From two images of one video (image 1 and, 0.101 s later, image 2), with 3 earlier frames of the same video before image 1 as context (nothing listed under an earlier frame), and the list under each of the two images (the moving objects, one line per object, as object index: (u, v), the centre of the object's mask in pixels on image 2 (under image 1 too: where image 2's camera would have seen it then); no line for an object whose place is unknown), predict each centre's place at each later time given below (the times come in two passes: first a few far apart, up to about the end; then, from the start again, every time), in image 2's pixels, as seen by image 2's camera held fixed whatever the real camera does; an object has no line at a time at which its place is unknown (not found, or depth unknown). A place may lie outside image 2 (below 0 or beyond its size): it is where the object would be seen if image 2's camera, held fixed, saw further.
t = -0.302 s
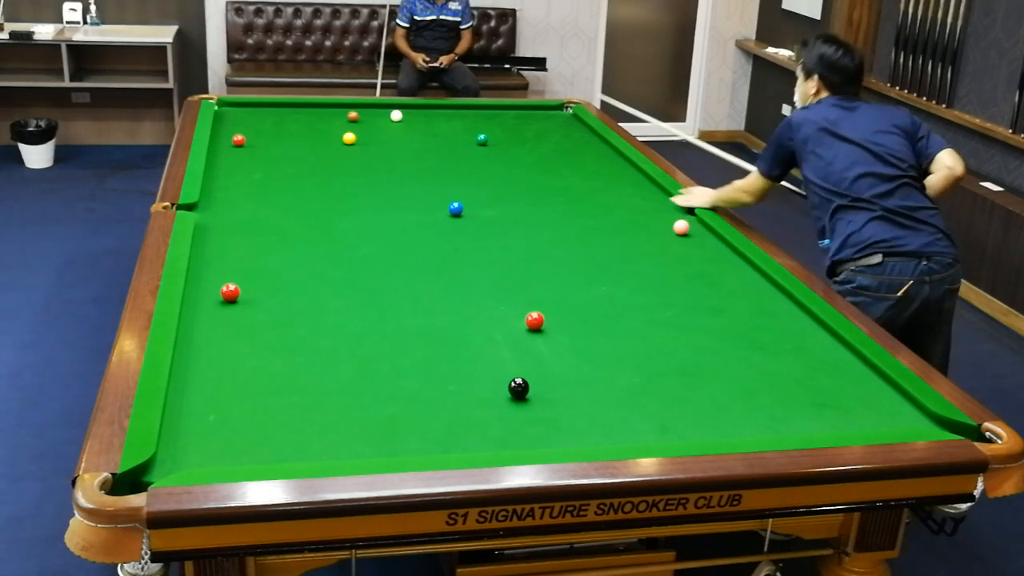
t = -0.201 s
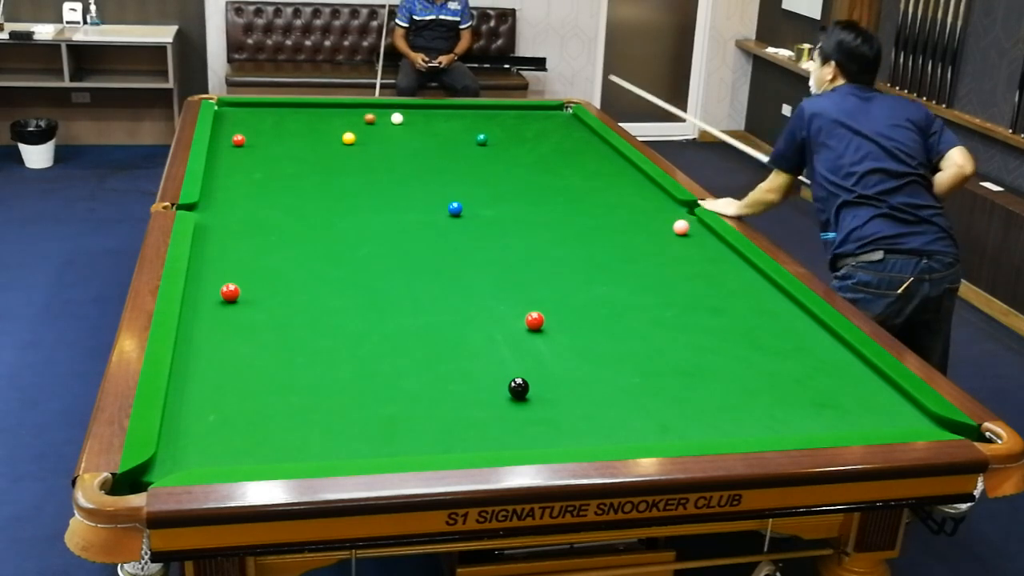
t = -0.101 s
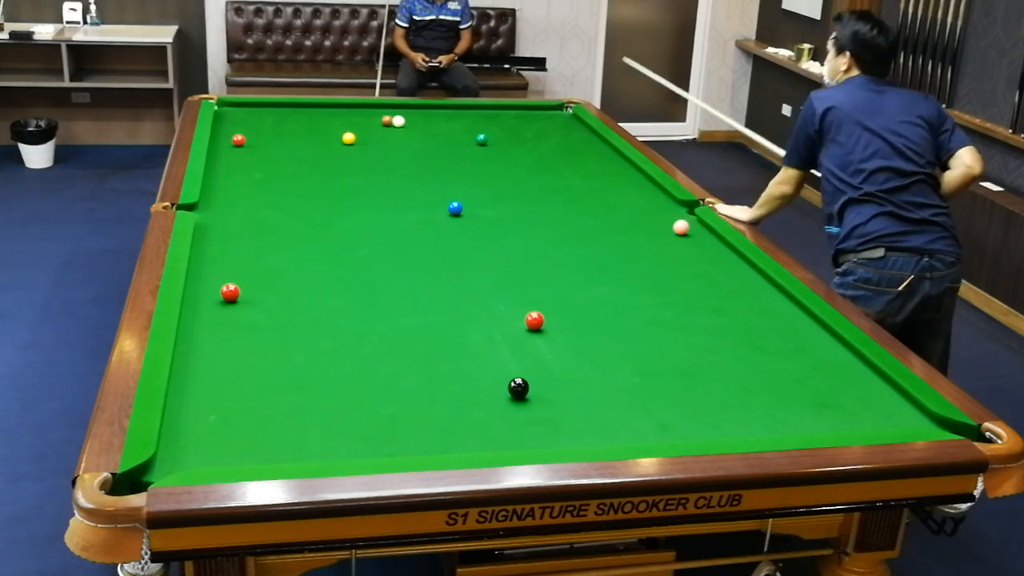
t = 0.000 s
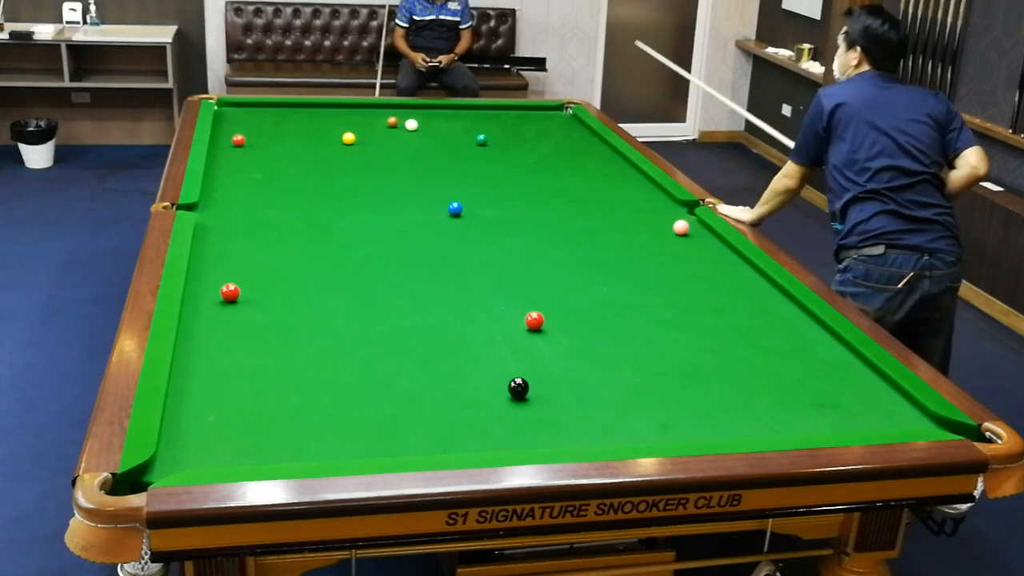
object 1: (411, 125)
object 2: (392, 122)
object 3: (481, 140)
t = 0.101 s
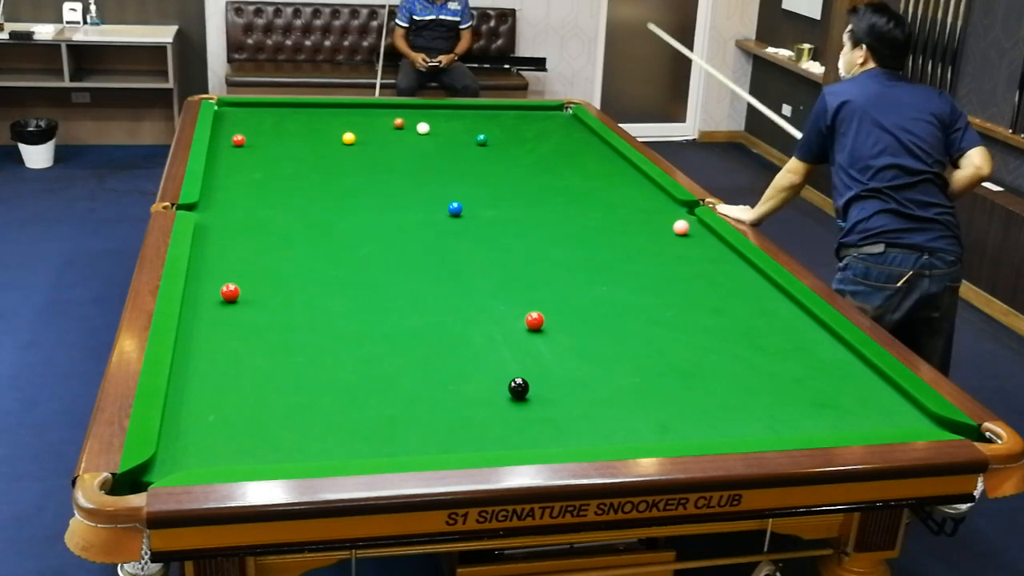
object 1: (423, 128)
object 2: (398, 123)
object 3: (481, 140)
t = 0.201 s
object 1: (435, 132)
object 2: (406, 125)
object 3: (482, 140)
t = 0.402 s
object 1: (458, 138)
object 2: (417, 127)
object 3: (481, 139)
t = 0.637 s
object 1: (486, 147)
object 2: (431, 130)
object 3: (481, 138)
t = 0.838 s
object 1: (510, 154)
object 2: (443, 133)
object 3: (481, 139)
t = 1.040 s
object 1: (534, 161)
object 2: (454, 135)
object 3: (481, 139)
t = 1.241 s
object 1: (559, 168)
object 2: (464, 137)
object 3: (481, 139)
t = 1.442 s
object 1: (584, 176)
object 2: (470, 139)
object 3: (484, 140)
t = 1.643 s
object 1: (609, 183)
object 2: (472, 140)
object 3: (491, 140)
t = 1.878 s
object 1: (639, 192)
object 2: (474, 141)
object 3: (498, 141)
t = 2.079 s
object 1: (665, 200)
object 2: (475, 141)
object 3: (503, 142)
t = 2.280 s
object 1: (691, 207)
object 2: (476, 142)
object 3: (507, 141)
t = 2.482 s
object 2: (477, 142)
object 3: (511, 142)
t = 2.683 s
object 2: (477, 142)
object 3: (513, 142)
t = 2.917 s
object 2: (477, 142)
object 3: (515, 142)
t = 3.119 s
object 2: (477, 142)
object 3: (516, 142)
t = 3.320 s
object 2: (477, 142)
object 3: (517, 142)
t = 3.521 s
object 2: (477, 142)
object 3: (517, 143)
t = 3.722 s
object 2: (477, 142)
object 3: (517, 142)
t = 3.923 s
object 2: (477, 142)
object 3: (516, 143)
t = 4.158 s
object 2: (477, 142)
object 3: (516, 143)
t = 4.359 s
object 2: (477, 142)
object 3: (516, 143)
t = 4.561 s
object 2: (477, 142)
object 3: (516, 143)
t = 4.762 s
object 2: (477, 142)
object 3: (516, 143)
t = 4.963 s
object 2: (477, 142)
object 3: (517, 143)
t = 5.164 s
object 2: (477, 142)
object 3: (517, 143)
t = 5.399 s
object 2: (477, 142)
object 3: (517, 143)
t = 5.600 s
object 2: (477, 142)
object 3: (516, 143)
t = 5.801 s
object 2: (477, 142)
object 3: (516, 142)
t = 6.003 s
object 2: (477, 142)
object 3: (516, 143)
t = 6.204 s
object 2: (477, 142)
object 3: (516, 143)
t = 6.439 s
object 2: (477, 142)
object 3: (516, 143)
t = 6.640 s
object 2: (477, 142)
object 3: (516, 143)
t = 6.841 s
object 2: (477, 142)
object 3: (516, 143)
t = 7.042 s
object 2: (477, 142)
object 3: (516, 143)
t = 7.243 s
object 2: (477, 142)
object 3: (516, 143)
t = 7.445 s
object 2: (477, 142)
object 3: (517, 143)
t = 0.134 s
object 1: (427, 129)
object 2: (401, 124)
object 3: (481, 140)
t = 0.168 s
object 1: (431, 130)
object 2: (403, 124)
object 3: (481, 140)
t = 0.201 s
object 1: (435, 132)
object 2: (406, 125)
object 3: (482, 140)
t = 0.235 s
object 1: (439, 133)
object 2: (408, 125)
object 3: (482, 140)
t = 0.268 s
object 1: (443, 134)
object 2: (410, 126)
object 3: (482, 140)
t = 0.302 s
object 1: (447, 135)
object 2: (412, 126)
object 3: (482, 140)
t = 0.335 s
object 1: (450, 136)
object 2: (413, 126)
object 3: (481, 140)
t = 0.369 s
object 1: (454, 137)
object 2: (415, 127)
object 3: (481, 139)
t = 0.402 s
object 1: (458, 138)
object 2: (417, 127)
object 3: (481, 139)
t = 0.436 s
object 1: (462, 140)
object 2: (419, 128)
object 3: (481, 139)
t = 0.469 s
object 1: (466, 141)
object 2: (421, 128)
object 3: (481, 140)
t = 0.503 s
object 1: (470, 142)
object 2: (423, 129)
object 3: (482, 139)
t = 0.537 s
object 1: (474, 143)
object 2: (426, 129)
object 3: (483, 139)
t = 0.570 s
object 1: (478, 144)
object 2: (427, 129)
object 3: (483, 138)
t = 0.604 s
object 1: (482, 146)
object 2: (430, 130)
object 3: (481, 137)
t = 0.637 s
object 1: (486, 147)
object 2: (431, 130)
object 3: (481, 138)
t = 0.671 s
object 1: (490, 148)
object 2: (433, 131)
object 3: (481, 139)
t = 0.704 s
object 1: (494, 149)
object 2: (435, 131)
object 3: (481, 139)
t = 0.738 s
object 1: (498, 150)
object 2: (437, 132)
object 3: (481, 139)
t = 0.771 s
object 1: (502, 151)
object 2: (439, 132)
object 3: (481, 139)
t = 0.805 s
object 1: (506, 152)
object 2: (441, 132)
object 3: (481, 139)
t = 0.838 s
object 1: (510, 154)
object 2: (443, 133)
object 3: (481, 139)
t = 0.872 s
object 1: (514, 155)
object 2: (445, 133)
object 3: (481, 139)
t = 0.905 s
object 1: (518, 156)
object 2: (446, 133)
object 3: (481, 139)
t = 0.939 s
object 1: (522, 158)
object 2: (448, 134)
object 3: (481, 140)
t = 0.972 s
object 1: (526, 159)
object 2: (450, 134)
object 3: (481, 140)
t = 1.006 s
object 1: (531, 160)
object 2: (452, 135)
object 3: (481, 139)
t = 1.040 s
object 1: (534, 161)
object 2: (454, 135)
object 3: (481, 139)
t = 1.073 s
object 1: (538, 162)
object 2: (456, 135)
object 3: (481, 139)
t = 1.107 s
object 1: (543, 163)
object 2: (458, 136)
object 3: (482, 139)
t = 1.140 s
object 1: (547, 165)
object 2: (459, 136)
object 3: (481, 139)
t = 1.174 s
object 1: (551, 166)
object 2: (460, 136)
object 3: (481, 139)
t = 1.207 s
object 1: (555, 167)
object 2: (462, 137)
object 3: (481, 139)
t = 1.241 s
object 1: (559, 168)
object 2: (464, 137)
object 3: (481, 139)
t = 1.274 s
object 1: (563, 170)
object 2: (466, 137)
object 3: (481, 139)
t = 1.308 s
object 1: (568, 171)
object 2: (467, 138)
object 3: (481, 140)
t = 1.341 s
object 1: (572, 172)
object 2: (469, 138)
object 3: (481, 140)
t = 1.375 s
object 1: (576, 173)
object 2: (470, 138)
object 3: (481, 139)
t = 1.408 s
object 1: (580, 175)
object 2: (470, 139)
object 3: (483, 140)
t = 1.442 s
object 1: (584, 176)
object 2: (470, 139)
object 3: (484, 140)
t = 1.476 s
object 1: (588, 177)
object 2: (470, 139)
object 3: (485, 140)
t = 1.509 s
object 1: (593, 178)
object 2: (471, 139)
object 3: (486, 140)
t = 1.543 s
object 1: (597, 180)
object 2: (471, 139)
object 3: (488, 140)
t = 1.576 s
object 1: (601, 181)
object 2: (472, 140)
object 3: (489, 140)
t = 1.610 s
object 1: (605, 182)
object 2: (472, 139)
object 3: (489, 140)
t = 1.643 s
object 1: (609, 183)
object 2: (472, 140)
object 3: (491, 140)
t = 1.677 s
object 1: (614, 184)
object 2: (472, 140)
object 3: (492, 141)
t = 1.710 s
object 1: (618, 186)
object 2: (472, 140)
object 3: (493, 141)
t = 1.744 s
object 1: (622, 187)
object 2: (473, 140)
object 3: (494, 141)
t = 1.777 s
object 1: (626, 188)
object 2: (473, 140)
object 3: (495, 141)
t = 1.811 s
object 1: (631, 189)
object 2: (474, 141)
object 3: (496, 141)
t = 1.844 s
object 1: (635, 191)
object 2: (474, 141)
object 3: (497, 141)
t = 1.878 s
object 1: (639, 192)
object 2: (474, 141)
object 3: (498, 141)
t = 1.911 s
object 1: (643, 193)
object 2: (474, 141)
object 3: (499, 141)
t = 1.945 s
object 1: (648, 194)
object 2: (475, 141)
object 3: (500, 141)
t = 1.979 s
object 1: (652, 196)
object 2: (475, 141)
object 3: (500, 141)
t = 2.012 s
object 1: (657, 197)
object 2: (475, 141)
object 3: (501, 141)
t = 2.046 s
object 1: (661, 198)
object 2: (475, 141)
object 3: (502, 141)
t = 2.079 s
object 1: (665, 200)
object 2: (475, 141)
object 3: (503, 142)
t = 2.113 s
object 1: (670, 201)
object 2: (475, 141)
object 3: (504, 142)
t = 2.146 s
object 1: (674, 202)
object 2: (475, 142)
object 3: (504, 142)
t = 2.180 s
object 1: (678, 203)
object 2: (476, 142)
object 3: (505, 142)
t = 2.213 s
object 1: (682, 204)
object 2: (476, 142)
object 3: (506, 142)
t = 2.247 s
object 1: (687, 206)
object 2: (476, 142)
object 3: (506, 142)
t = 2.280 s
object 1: (691, 207)
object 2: (476, 142)
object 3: (507, 141)
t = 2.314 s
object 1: (694, 208)
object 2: (476, 142)
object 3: (508, 142)
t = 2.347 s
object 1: (693, 211)
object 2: (476, 142)
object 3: (508, 142)
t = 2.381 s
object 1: (693, 214)
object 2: (477, 142)
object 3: (509, 142)
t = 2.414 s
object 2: (477, 142)
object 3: (510, 142)
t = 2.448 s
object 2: (477, 142)
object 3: (510, 142)
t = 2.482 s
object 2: (477, 142)
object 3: (511, 142)
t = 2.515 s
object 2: (477, 142)
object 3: (511, 142)
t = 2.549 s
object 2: (477, 142)
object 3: (511, 142)
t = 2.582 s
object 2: (477, 142)
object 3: (512, 142)
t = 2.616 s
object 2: (477, 142)
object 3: (513, 142)
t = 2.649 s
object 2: (477, 142)
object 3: (513, 142)
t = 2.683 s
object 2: (477, 142)
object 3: (513, 142)
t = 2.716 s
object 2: (477, 142)
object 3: (514, 143)
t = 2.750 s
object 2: (477, 142)
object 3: (514, 143)
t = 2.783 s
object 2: (477, 142)
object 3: (514, 142)
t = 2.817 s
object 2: (477, 142)
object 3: (515, 142)
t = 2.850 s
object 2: (477, 142)
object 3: (515, 142)
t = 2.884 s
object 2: (477, 142)
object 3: (515, 142)
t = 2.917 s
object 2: (477, 142)
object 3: (515, 142)
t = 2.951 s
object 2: (477, 142)
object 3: (516, 142)
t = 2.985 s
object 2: (477, 142)
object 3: (516, 142)
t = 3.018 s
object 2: (477, 142)
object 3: (516, 142)
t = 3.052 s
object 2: (477, 142)
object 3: (516, 142)
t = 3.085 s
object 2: (477, 142)
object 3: (516, 142)
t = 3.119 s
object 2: (477, 142)
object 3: (516, 142)
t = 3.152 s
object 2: (477, 142)
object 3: (517, 142)
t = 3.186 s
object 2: (477, 142)
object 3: (517, 142)
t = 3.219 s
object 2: (477, 142)
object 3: (517, 142)
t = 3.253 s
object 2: (477, 142)
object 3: (517, 142)
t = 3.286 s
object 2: (477, 142)
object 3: (517, 142)
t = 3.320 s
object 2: (477, 142)
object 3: (517, 142)
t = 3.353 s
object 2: (477, 142)
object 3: (517, 142)
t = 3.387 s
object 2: (477, 142)
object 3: (517, 142)
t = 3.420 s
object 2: (477, 142)
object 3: (517, 142)
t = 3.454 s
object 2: (477, 142)
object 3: (517, 143)
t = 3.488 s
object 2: (477, 142)
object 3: (517, 143)
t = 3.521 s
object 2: (477, 142)
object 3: (517, 143)
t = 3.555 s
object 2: (477, 142)
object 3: (516, 143)
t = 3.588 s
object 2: (477, 142)
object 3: (516, 143)
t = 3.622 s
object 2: (477, 142)
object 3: (516, 143)
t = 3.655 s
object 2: (477, 142)
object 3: (517, 142)
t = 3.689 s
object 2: (477, 142)
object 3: (517, 142)
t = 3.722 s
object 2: (477, 142)
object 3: (517, 142)
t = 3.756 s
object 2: (477, 142)
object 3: (516, 142)
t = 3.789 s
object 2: (477, 142)
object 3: (516, 143)
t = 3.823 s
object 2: (477, 142)
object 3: (516, 143)
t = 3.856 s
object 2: (477, 142)
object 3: (516, 143)
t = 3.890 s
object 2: (477, 142)
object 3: (516, 143)
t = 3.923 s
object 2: (477, 142)
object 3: (516, 143)
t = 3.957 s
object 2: (477, 142)
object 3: (517, 142)
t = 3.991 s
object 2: (477, 142)
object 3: (517, 142)
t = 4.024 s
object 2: (477, 142)
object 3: (517, 142)
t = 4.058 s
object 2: (477, 142)
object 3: (517, 142)
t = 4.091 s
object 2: (477, 142)
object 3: (517, 142)
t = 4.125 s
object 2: (477, 142)
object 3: (516, 143)
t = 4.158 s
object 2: (477, 142)
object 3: (516, 143)
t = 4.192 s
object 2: (477, 142)
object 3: (516, 143)
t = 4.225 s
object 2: (477, 142)
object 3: (516, 143)
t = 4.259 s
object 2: (477, 142)
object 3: (516, 143)
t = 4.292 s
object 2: (477, 142)
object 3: (516, 143)
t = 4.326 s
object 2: (477, 142)
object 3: (516, 143)
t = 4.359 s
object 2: (477, 142)
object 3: (516, 143)
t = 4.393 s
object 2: (477, 142)
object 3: (517, 143)
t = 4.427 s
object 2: (477, 142)
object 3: (517, 142)
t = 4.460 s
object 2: (477, 142)
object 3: (517, 142)
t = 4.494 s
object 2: (477, 142)
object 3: (516, 143)
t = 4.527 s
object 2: (477, 142)
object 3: (516, 143)
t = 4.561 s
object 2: (477, 142)
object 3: (516, 143)
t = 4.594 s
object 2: (477, 142)
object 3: (516, 143)
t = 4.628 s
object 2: (477, 142)
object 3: (516, 143)
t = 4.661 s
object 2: (477, 142)
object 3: (516, 143)
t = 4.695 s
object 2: (477, 142)
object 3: (517, 143)
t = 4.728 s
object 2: (477, 142)
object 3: (516, 143)
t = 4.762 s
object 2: (477, 142)
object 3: (516, 143)
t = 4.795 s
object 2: (477, 142)
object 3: (516, 143)
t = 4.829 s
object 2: (477, 142)
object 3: (516, 143)
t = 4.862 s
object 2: (477, 142)
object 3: (516, 143)
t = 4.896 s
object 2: (477, 142)
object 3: (517, 143)
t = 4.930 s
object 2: (477, 142)
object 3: (517, 143)
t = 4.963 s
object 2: (477, 142)
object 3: (517, 143)
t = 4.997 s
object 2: (477, 142)
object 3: (517, 143)
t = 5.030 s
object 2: (477, 142)
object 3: (517, 143)
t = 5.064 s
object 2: (477, 142)
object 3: (516, 143)
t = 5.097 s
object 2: (477, 142)
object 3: (516, 142)
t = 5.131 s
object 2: (477, 142)
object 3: (517, 142)
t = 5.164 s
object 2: (477, 142)
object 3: (517, 143)
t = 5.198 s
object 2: (477, 142)
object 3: (517, 143)
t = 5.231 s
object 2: (478, 142)
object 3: (517, 143)
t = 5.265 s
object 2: (477, 142)
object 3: (517, 143)
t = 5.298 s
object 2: (477, 142)
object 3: (516, 143)
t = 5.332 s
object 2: (477, 142)
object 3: (517, 143)
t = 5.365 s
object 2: (477, 142)
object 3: (517, 143)
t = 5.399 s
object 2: (477, 142)
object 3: (517, 143)
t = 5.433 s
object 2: (477, 142)
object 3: (517, 143)
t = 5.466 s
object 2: (478, 142)
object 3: (517, 143)
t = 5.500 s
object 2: (478, 142)
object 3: (517, 143)
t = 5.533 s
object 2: (477, 142)
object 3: (516, 143)
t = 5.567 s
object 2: (477, 142)
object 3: (516, 143)
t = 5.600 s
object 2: (477, 142)
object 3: (516, 143)
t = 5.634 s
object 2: (477, 142)
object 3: (516, 143)
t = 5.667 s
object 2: (477, 142)
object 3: (516, 143)
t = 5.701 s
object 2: (477, 142)
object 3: (516, 143)
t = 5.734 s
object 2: (477, 142)
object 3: (516, 142)
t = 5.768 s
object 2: (477, 142)
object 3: (516, 142)
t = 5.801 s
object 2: (477, 142)
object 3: (516, 142)
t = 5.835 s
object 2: (477, 142)
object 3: (516, 142)
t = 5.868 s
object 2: (477, 142)
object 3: (516, 142)
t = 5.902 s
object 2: (477, 142)
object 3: (516, 143)
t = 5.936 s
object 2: (477, 142)
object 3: (516, 143)
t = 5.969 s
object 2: (477, 142)
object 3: (516, 143)
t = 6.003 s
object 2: (477, 142)
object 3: (516, 143)
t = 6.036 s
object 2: (477, 142)
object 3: (516, 143)
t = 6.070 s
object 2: (477, 142)
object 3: (516, 143)
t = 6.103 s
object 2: (477, 142)
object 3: (516, 143)
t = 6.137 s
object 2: (477, 142)
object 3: (516, 143)
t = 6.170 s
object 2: (477, 142)
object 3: (516, 143)
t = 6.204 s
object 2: (477, 142)
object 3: (516, 143)
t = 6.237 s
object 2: (477, 142)
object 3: (516, 143)
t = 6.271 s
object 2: (477, 142)
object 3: (516, 143)
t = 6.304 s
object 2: (477, 142)
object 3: (516, 143)
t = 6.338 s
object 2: (477, 142)
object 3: (516, 143)
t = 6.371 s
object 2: (477, 142)
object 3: (516, 143)
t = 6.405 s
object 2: (477, 142)
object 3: (516, 143)
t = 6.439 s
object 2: (477, 142)
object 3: (516, 143)
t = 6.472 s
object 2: (477, 142)
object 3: (516, 143)
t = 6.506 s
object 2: (477, 142)
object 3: (516, 143)
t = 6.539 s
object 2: (477, 142)
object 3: (516, 143)
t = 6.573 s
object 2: (477, 142)
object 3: (516, 143)
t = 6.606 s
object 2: (477, 142)
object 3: (516, 143)
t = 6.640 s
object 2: (477, 142)
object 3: (516, 143)
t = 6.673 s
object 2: (477, 142)
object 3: (516, 143)
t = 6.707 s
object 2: (477, 142)
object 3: (516, 143)
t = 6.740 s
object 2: (477, 142)
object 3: (516, 143)
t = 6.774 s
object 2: (477, 142)
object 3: (516, 143)
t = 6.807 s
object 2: (477, 142)
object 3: (516, 143)
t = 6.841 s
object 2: (477, 142)
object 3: (516, 143)
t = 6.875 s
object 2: (477, 142)
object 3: (516, 143)
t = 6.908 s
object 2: (477, 142)
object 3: (516, 142)
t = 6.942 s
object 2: (477, 142)
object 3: (516, 143)
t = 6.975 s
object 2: (477, 142)
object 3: (516, 142)
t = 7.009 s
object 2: (477, 142)
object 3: (516, 142)
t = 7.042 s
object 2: (477, 142)
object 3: (516, 143)
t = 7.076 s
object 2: (477, 142)
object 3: (516, 143)
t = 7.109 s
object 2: (477, 142)
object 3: (517, 143)
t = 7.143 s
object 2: (477, 142)
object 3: (517, 143)
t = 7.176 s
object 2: (477, 142)
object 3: (516, 143)
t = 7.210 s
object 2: (477, 142)
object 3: (516, 143)
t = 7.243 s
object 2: (477, 142)
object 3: (516, 143)
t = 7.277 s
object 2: (477, 142)
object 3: (516, 143)
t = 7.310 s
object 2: (477, 142)
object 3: (516, 143)
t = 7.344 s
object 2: (477, 142)
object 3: (516, 143)
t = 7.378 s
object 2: (477, 142)
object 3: (517, 143)
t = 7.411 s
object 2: (477, 142)
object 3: (517, 143)
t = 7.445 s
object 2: (477, 142)
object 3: (517, 143)
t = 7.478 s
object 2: (477, 142)
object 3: (517, 143)
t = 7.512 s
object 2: (477, 142)
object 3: (517, 143)
